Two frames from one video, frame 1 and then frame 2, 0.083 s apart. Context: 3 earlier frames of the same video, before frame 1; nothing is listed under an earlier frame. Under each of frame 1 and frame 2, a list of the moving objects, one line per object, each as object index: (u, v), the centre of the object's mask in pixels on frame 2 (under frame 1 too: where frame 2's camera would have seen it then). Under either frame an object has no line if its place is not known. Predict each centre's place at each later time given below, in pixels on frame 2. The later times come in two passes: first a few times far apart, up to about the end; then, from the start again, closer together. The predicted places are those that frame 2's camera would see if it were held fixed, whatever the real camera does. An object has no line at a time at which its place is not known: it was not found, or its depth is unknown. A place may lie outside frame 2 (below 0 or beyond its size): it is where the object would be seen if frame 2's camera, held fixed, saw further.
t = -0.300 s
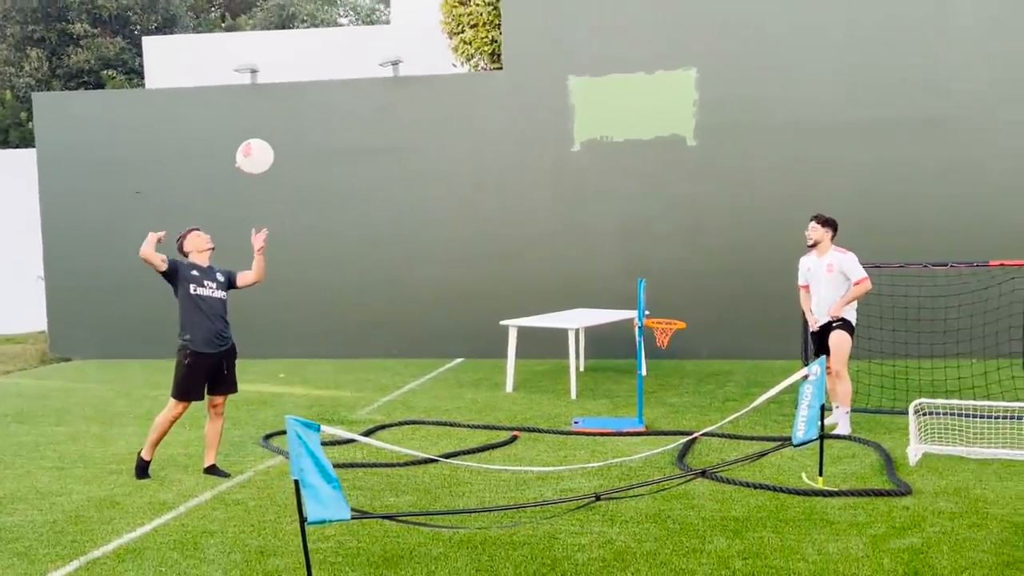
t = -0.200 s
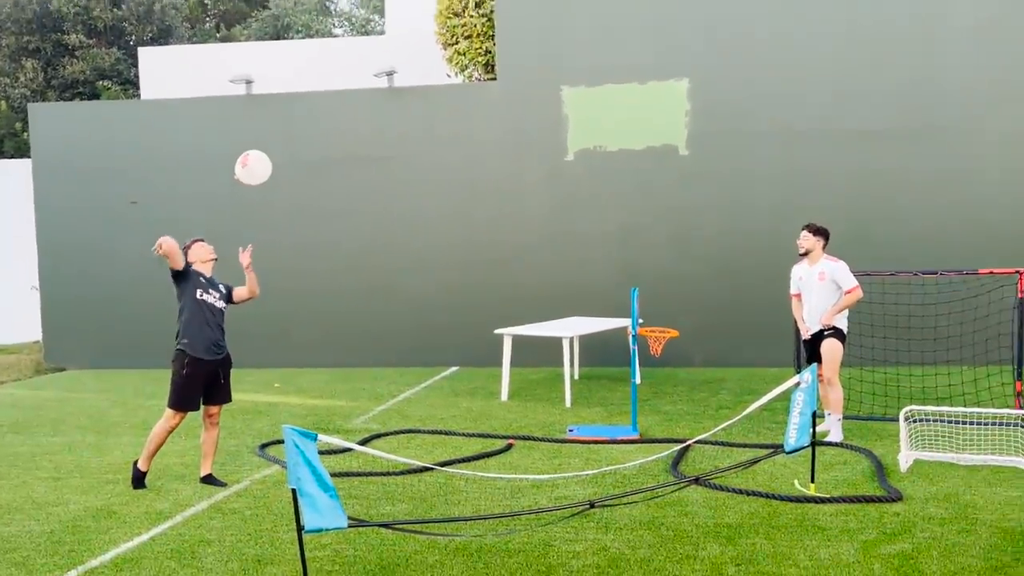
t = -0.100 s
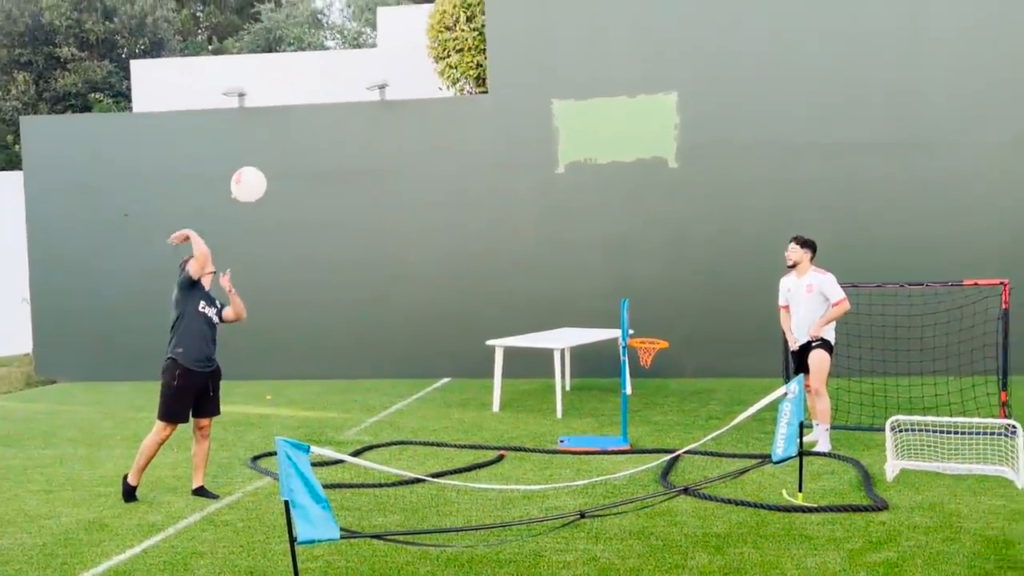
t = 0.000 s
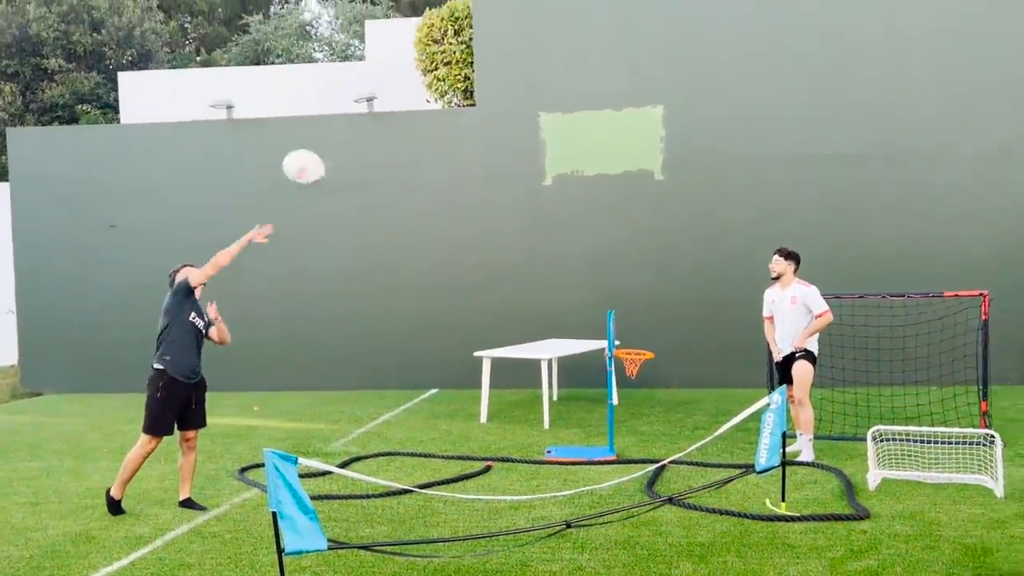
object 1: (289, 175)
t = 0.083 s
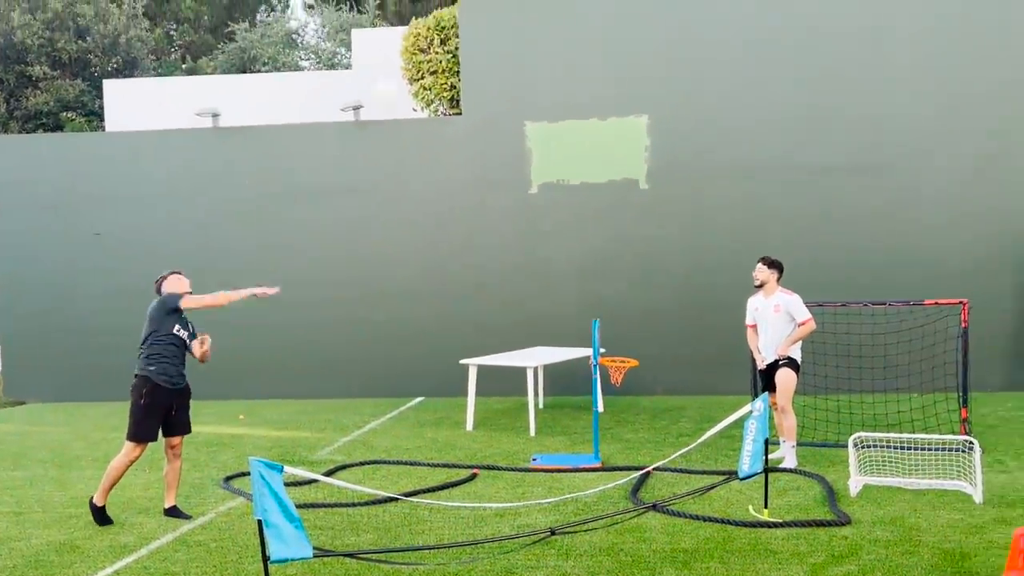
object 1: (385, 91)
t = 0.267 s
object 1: (482, 1)
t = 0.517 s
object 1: (576, -18)
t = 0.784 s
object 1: (647, 6)
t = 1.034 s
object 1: (694, 59)
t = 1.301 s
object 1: (735, 130)
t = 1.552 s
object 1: (772, 193)
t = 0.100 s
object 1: (401, 82)
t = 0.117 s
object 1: (414, 69)
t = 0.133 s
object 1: (422, 59)
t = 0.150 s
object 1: (431, 49)
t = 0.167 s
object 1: (439, 39)
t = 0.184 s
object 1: (447, 32)
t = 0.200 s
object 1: (455, 24)
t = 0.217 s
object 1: (462, 17)
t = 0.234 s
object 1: (469, 11)
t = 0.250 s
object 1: (476, 5)
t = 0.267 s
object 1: (482, 1)
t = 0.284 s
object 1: (489, -2)
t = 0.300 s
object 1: (496, -5)
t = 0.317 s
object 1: (503, -7)
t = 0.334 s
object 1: (509, -9)
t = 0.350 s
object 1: (516, -11)
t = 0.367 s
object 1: (522, -12)
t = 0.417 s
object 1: (541, -15)
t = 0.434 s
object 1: (546, -16)
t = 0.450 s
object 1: (552, -16)
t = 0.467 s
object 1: (558, -17)
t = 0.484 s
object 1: (564, -17)
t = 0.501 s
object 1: (570, -17)
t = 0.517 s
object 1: (576, -18)
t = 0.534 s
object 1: (580, -18)
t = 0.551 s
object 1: (585, -18)
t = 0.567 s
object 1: (590, -18)
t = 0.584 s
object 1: (595, -17)
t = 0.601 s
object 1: (600, -16)
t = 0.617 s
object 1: (605, -15)
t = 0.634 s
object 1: (609, -14)
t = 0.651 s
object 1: (614, -14)
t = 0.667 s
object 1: (618, -12)
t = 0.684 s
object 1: (623, -10)
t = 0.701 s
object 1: (627, -8)
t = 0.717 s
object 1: (631, -5)
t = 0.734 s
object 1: (635, -3)
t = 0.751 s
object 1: (639, 0)
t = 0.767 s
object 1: (643, 3)
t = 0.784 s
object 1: (647, 6)
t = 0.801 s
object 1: (651, 9)
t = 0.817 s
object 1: (655, 12)
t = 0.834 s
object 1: (658, 15)
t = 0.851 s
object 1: (662, 18)
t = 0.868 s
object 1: (665, 21)
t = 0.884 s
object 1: (668, 24)
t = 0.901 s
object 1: (671, 28)
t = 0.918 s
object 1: (674, 32)
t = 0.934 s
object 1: (677, 35)
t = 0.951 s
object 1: (680, 39)
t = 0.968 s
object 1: (683, 43)
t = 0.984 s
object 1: (686, 47)
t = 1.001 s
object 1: (689, 51)
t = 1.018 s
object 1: (691, 55)
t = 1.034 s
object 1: (694, 59)
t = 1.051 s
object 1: (697, 63)
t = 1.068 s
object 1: (699, 67)
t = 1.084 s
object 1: (702, 72)
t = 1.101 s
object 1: (704, 76)
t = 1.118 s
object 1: (707, 81)
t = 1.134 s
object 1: (710, 85)
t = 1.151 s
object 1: (713, 90)
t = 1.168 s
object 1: (715, 94)
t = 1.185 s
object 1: (718, 99)
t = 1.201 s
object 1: (721, 103)
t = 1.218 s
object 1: (723, 108)
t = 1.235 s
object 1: (726, 112)
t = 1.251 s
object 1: (728, 117)
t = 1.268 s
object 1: (730, 121)
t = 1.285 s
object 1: (733, 126)
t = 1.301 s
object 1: (735, 130)
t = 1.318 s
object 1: (738, 135)
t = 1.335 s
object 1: (740, 139)
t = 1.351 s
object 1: (743, 144)
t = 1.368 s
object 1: (745, 148)
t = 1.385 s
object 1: (747, 153)
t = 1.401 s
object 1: (750, 157)
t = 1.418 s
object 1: (753, 161)
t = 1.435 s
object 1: (755, 165)
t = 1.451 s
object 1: (757, 169)
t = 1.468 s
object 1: (760, 173)
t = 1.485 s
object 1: (762, 178)
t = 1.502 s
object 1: (764, 182)
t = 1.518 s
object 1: (767, 185)
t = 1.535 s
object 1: (770, 189)
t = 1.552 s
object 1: (772, 193)
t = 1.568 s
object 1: (773, 197)
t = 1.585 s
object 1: (775, 201)
